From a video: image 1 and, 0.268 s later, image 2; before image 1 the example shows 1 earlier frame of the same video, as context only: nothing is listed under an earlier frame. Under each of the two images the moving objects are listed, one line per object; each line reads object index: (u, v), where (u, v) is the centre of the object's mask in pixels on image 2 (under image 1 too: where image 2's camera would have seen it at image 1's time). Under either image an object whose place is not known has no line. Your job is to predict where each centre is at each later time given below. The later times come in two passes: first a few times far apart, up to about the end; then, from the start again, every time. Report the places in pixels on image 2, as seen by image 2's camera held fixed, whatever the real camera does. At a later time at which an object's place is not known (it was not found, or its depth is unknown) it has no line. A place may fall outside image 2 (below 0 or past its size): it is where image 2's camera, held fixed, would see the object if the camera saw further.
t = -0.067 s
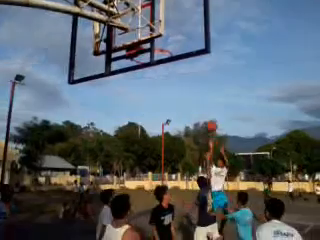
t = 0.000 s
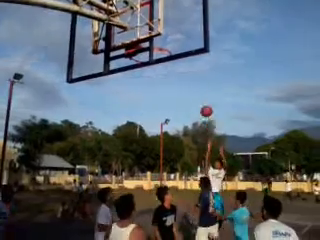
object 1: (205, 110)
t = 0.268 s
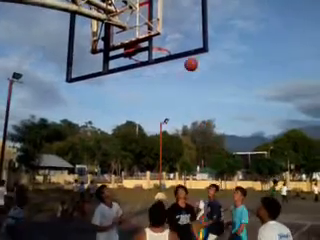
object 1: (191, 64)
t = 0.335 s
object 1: (187, 59)
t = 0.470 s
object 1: (177, 46)
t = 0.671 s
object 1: (160, 51)
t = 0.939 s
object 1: (142, 100)
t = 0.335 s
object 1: (187, 59)
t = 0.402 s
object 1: (182, 48)
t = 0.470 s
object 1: (177, 46)
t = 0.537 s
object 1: (172, 45)
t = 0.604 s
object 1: (166, 47)
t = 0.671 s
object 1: (160, 51)
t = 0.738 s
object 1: (155, 58)
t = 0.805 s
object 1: (148, 72)
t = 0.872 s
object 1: (145, 85)
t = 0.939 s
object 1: (142, 100)
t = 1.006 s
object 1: (140, 117)
